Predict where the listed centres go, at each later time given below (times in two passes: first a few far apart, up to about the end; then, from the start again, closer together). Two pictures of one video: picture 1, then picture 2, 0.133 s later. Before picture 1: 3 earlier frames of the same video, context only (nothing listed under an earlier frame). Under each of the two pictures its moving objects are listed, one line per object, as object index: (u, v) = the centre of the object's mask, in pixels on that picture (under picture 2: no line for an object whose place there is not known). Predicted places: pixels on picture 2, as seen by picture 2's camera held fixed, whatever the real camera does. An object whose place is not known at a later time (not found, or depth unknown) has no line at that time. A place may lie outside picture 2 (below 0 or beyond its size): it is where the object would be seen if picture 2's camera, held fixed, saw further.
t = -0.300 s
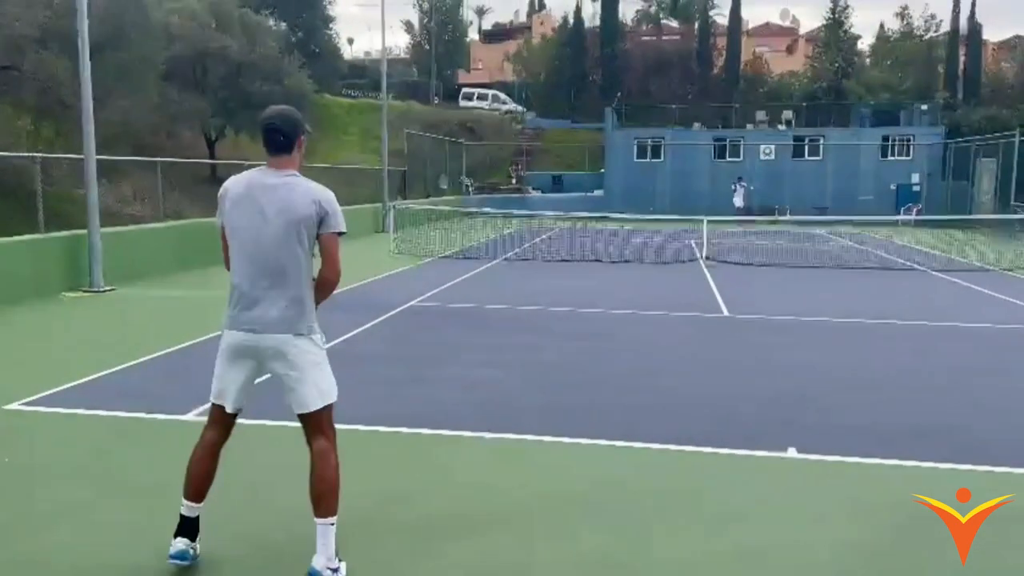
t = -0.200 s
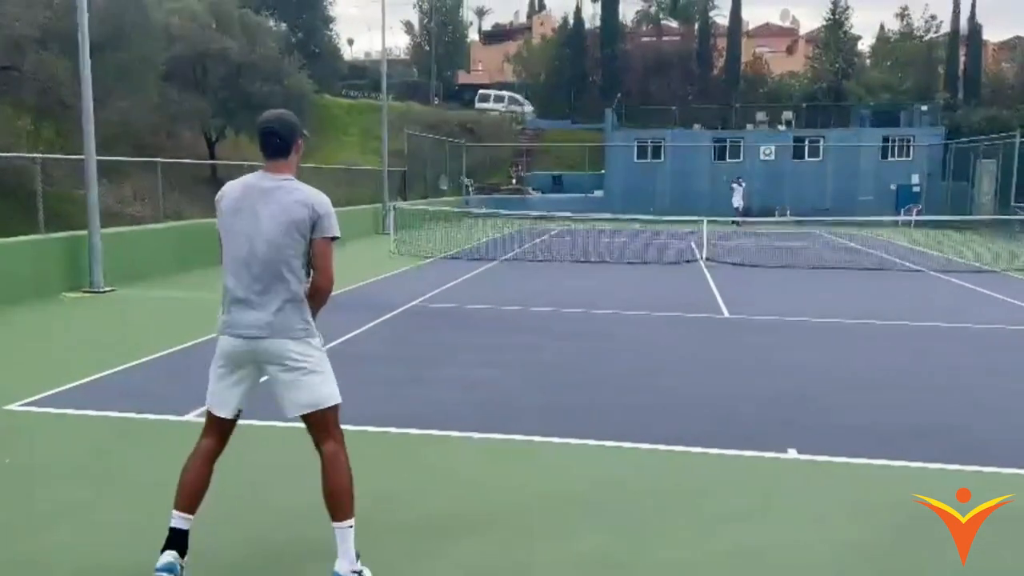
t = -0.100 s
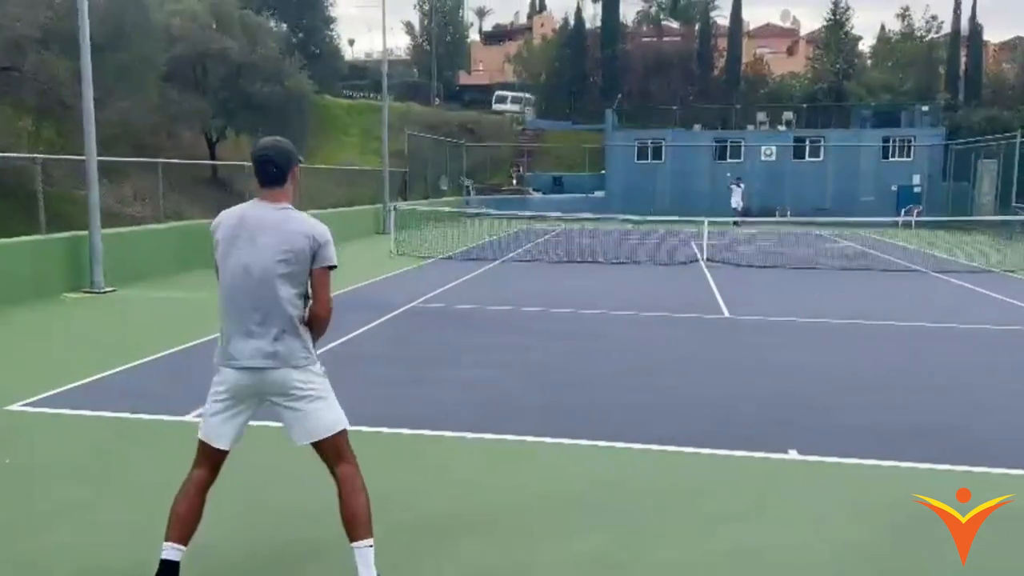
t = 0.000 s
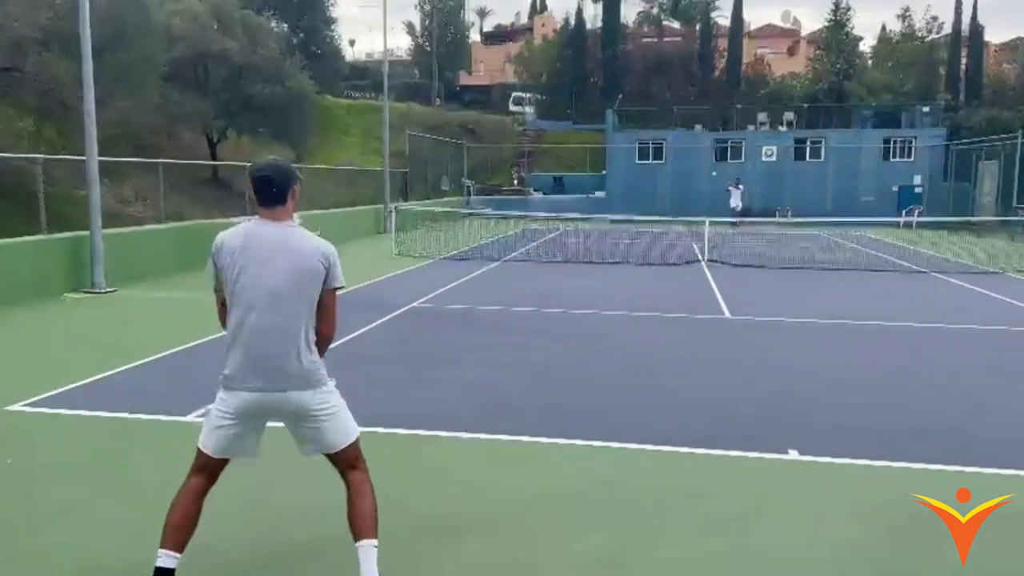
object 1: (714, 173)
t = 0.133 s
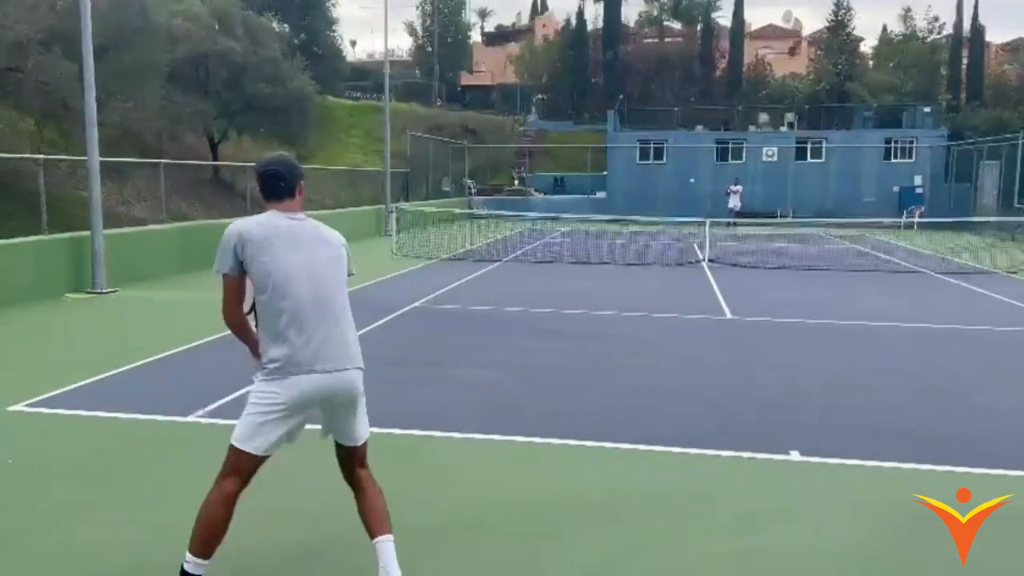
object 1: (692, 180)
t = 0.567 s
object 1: (571, 329)
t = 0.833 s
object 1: (474, 281)
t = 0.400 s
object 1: (629, 240)
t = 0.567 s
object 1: (571, 329)
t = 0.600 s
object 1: (562, 321)
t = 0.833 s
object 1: (474, 281)
